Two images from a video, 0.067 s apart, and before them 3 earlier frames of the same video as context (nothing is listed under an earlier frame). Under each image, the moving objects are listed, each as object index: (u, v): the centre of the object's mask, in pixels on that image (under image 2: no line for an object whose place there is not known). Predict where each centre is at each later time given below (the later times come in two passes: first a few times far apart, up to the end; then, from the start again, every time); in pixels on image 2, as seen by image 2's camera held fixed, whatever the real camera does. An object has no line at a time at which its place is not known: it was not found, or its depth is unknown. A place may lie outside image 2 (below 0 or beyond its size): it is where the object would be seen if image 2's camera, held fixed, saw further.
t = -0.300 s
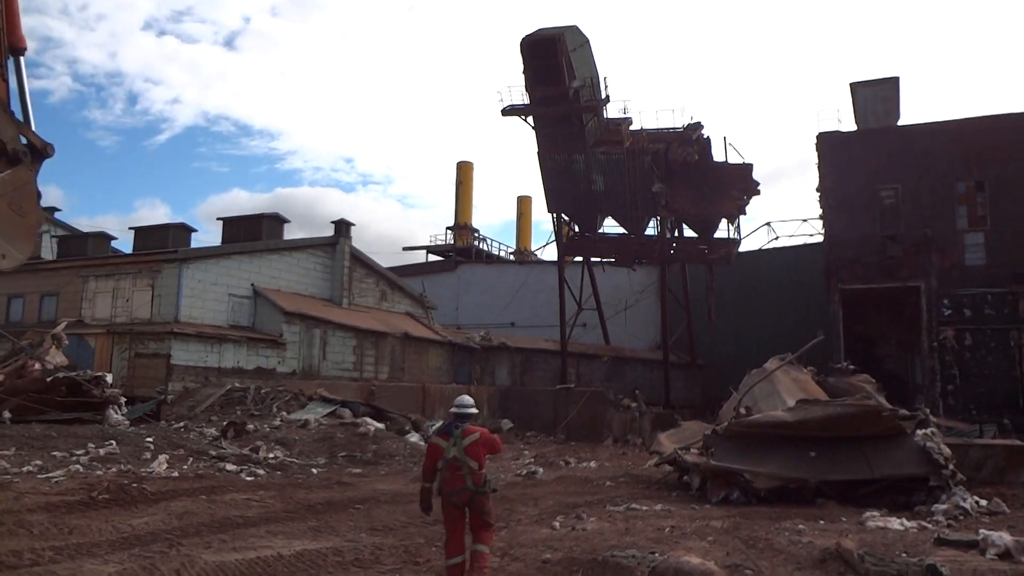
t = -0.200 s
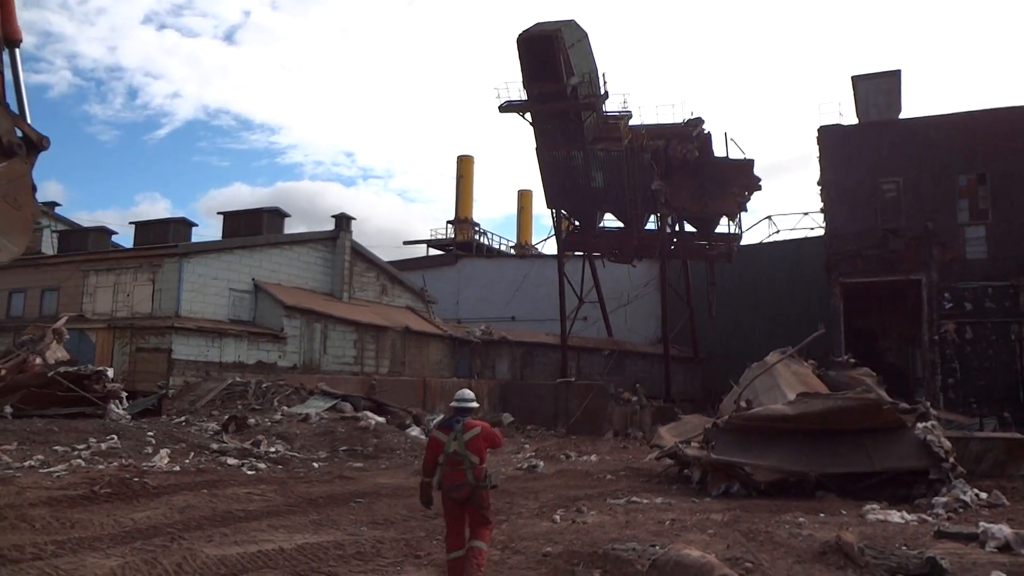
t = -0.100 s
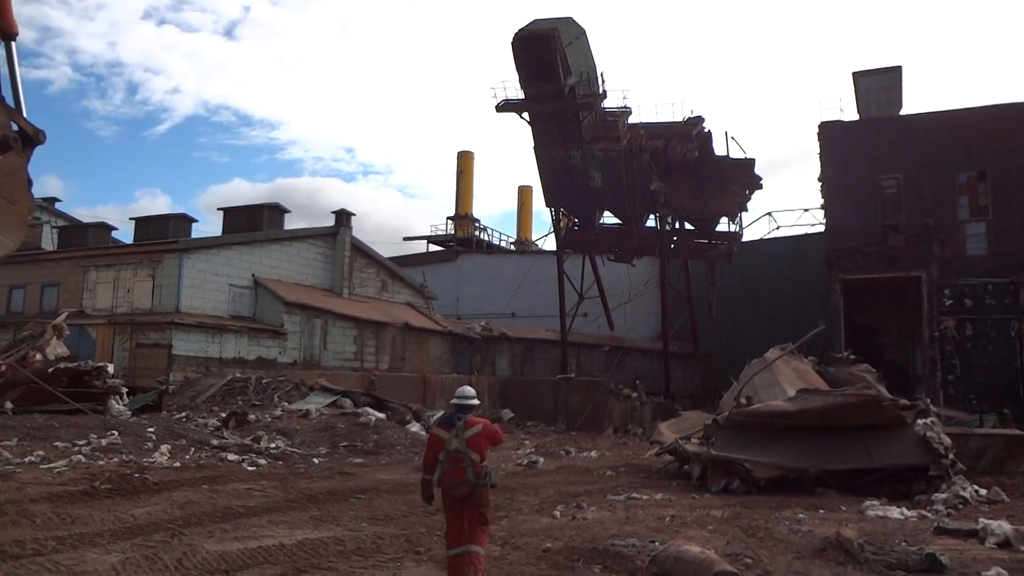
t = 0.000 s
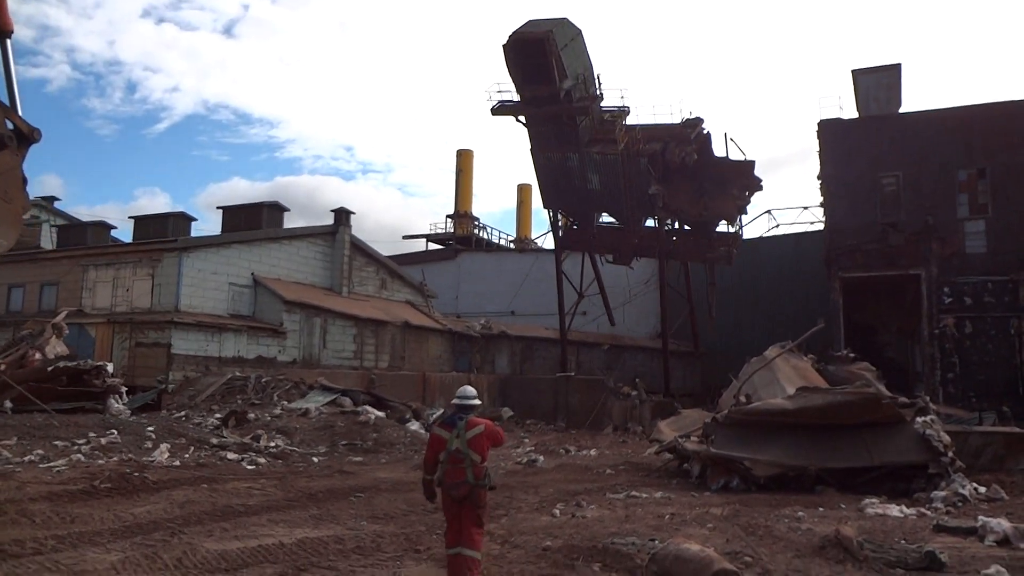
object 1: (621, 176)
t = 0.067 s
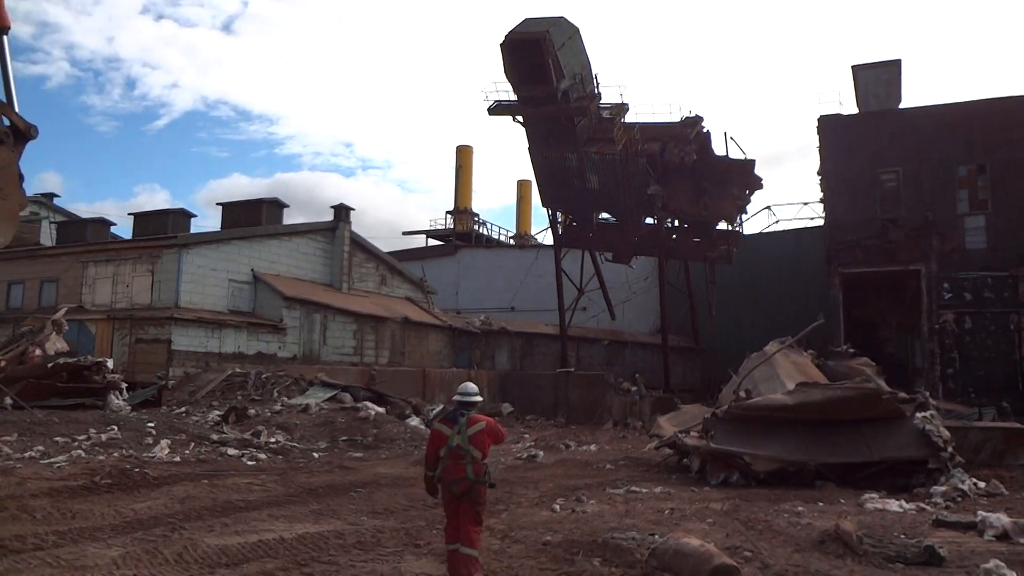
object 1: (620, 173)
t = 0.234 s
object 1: (617, 179)
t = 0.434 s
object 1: (612, 195)
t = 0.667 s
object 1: (606, 221)
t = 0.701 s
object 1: (605, 225)
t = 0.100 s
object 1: (619, 174)
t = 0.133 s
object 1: (619, 175)
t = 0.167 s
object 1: (618, 176)
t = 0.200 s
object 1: (617, 177)
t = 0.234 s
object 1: (617, 179)
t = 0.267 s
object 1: (616, 181)
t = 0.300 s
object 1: (615, 184)
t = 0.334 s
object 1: (615, 185)
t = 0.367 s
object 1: (614, 190)
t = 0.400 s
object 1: (614, 191)
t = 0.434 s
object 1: (612, 195)
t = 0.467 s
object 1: (611, 198)
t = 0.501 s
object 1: (611, 201)
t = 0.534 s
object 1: (611, 202)
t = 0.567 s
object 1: (610, 207)
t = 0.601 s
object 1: (608, 210)
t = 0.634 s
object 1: (607, 214)
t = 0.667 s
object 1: (606, 221)
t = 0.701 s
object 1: (605, 225)
